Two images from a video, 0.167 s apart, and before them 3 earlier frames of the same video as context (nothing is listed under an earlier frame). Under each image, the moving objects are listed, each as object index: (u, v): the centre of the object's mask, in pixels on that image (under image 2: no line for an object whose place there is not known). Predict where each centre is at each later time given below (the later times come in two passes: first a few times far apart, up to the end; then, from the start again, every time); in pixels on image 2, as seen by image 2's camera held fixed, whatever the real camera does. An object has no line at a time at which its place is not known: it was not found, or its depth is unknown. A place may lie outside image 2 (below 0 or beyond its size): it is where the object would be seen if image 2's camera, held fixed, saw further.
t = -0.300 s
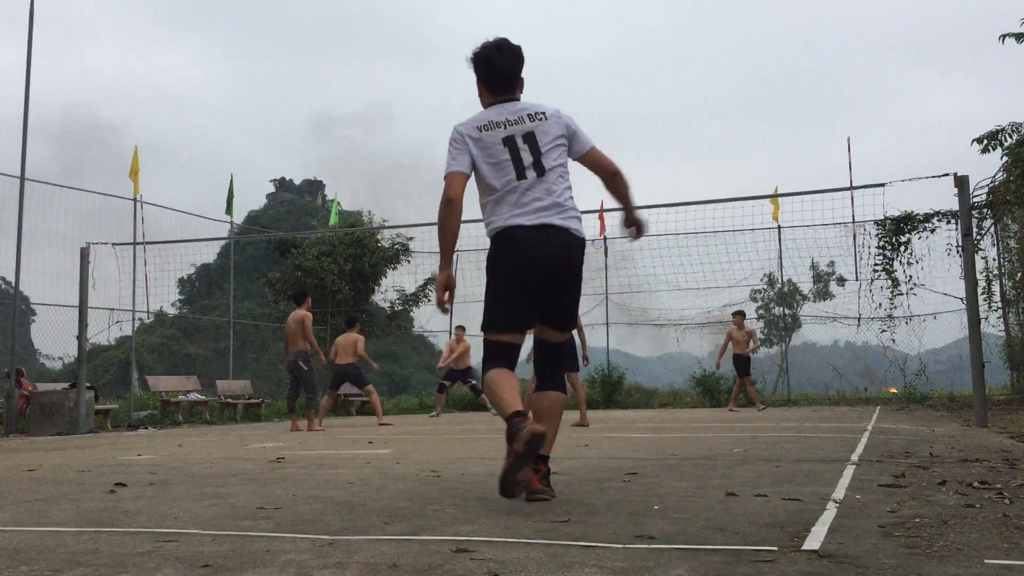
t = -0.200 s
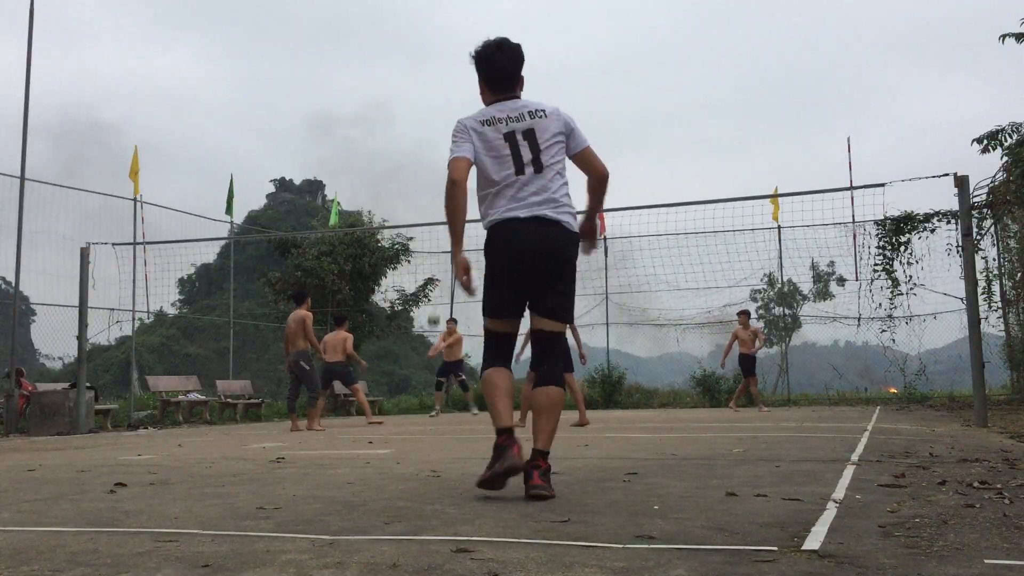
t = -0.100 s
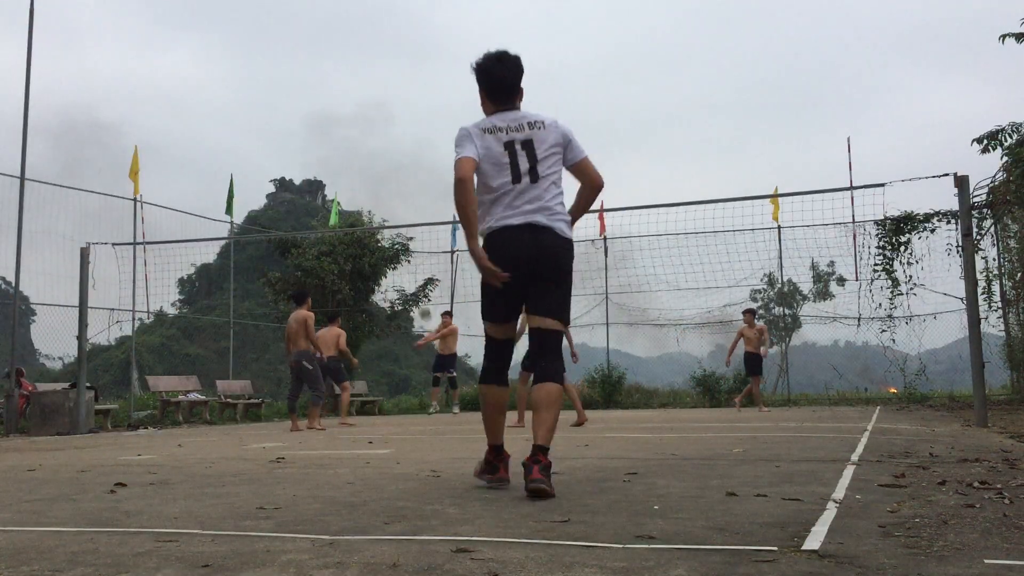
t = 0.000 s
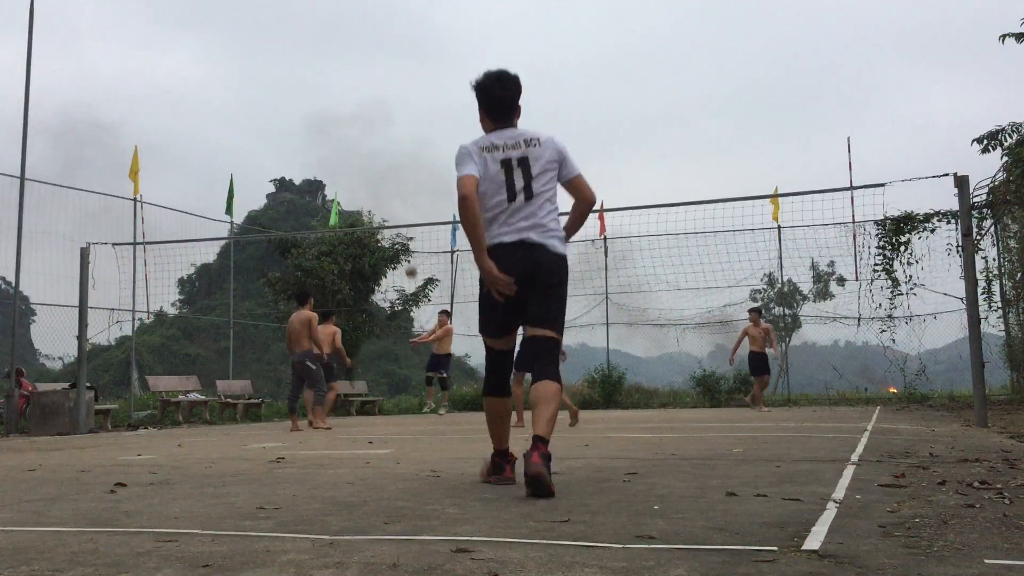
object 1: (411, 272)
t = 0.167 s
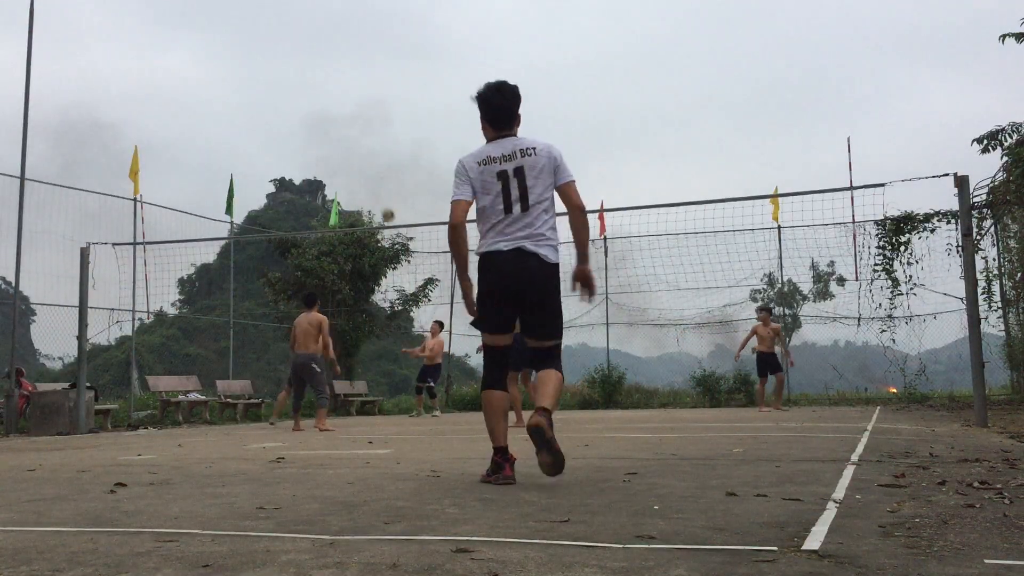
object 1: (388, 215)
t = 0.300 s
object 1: (370, 180)
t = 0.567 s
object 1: (333, 141)
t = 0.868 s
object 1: (290, 145)
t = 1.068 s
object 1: (260, 179)
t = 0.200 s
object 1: (384, 205)
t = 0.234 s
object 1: (379, 196)
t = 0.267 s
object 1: (375, 188)
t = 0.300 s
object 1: (370, 180)
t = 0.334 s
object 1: (366, 174)
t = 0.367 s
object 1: (361, 167)
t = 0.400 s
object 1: (356, 160)
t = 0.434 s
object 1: (352, 155)
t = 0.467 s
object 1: (347, 151)
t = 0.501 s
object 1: (343, 147)
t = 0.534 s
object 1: (338, 143)
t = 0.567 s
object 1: (333, 141)
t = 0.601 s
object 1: (329, 139)
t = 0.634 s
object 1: (324, 137)
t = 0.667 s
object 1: (319, 136)
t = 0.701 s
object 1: (314, 136)
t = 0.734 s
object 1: (310, 136)
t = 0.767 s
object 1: (305, 138)
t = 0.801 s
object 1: (300, 140)
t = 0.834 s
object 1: (295, 142)
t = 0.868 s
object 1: (290, 145)
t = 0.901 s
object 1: (285, 149)
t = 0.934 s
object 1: (280, 153)
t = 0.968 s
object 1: (275, 159)
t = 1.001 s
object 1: (270, 165)
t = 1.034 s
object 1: (265, 172)
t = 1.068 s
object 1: (260, 179)
